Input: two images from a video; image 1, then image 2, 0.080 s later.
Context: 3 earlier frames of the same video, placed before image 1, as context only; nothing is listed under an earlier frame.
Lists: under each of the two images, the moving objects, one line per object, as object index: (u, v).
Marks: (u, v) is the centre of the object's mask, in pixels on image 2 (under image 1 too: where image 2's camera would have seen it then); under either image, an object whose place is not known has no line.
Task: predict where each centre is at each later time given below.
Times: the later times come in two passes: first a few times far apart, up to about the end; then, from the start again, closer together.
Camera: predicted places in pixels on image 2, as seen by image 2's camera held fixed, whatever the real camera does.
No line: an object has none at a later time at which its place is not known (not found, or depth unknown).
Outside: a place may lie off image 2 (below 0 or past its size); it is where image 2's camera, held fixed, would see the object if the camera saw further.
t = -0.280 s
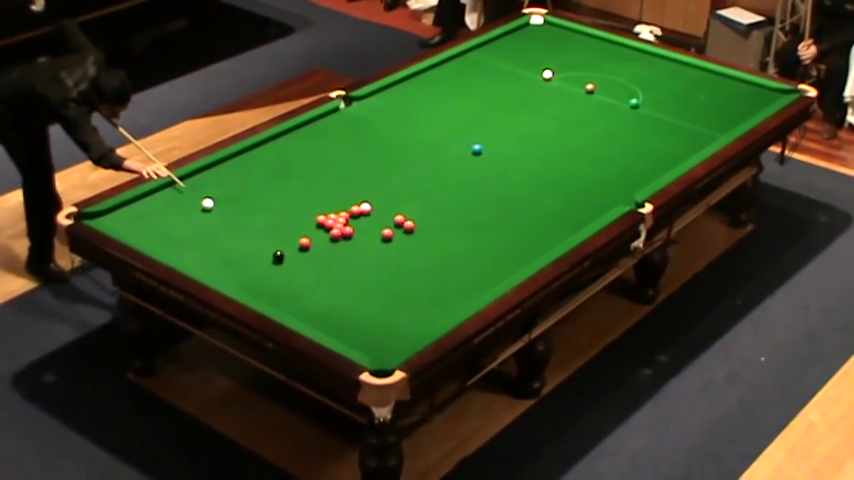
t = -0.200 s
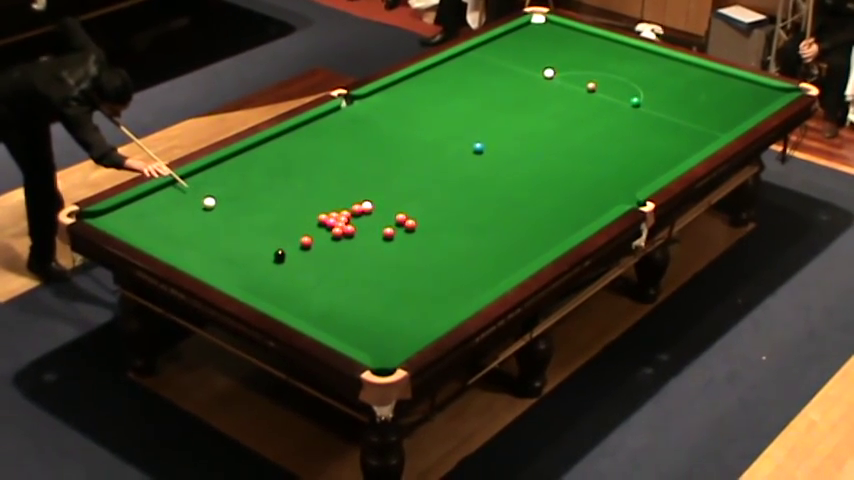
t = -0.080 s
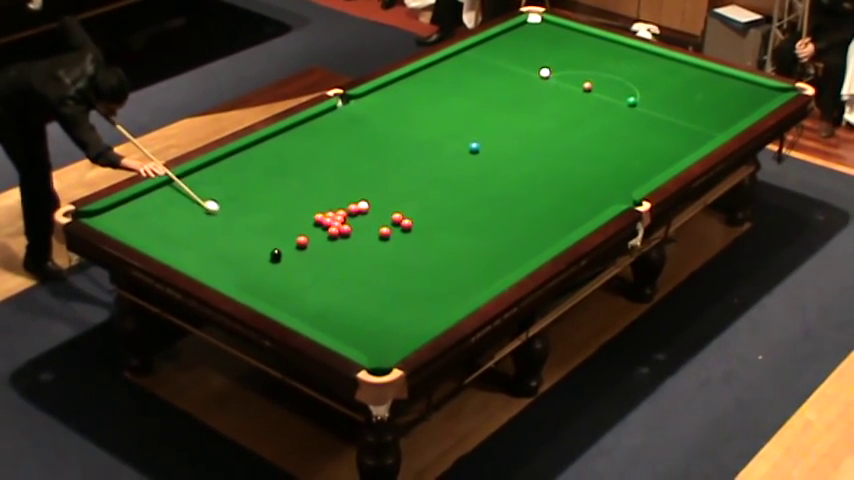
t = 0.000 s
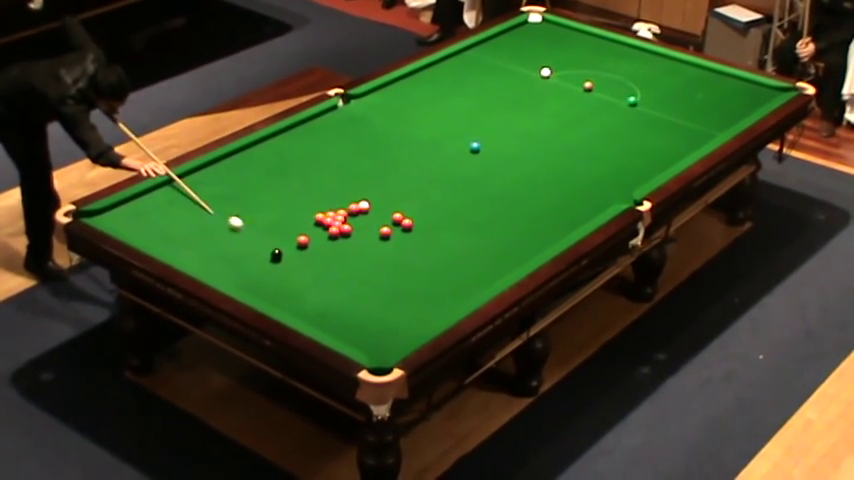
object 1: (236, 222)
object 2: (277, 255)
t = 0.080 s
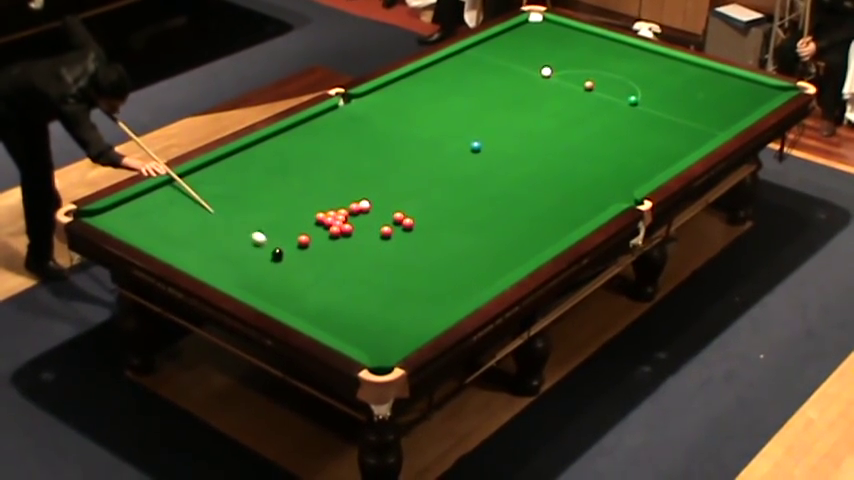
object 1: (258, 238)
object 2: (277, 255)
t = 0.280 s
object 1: (277, 244)
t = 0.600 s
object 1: (278, 234)
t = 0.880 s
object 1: (278, 226)
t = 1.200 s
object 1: (278, 218)
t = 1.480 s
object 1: (278, 212)
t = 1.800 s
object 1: (278, 207)
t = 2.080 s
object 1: (277, 203)
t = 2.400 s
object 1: (276, 199)
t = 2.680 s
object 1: (276, 196)
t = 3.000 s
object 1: (278, 198)
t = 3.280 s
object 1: (275, 193)
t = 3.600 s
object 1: (275, 194)
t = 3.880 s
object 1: (275, 194)
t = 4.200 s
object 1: (275, 193)
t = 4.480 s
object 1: (274, 194)
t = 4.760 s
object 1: (274, 194)
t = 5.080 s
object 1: (275, 194)
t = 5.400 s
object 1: (275, 194)
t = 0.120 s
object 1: (269, 245)
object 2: (277, 255)
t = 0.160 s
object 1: (274, 247)
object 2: (283, 260)
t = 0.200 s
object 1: (276, 247)
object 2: (290, 267)
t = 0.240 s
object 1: (277, 245)
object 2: (298, 275)
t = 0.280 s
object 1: (277, 244)
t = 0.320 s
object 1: (277, 243)
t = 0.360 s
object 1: (277, 241)
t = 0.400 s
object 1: (277, 240)
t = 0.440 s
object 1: (277, 239)
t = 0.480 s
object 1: (278, 238)
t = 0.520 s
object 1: (278, 237)
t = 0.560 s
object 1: (278, 235)
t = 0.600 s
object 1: (278, 234)
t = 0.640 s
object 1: (278, 233)
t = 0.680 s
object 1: (278, 232)
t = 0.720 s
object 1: (278, 231)
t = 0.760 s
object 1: (278, 229)
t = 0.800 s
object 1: (278, 228)
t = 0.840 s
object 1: (278, 227)
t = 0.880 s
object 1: (278, 226)
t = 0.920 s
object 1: (278, 225)
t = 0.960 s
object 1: (278, 224)
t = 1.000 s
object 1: (278, 223)
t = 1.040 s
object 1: (278, 222)
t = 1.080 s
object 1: (278, 221)
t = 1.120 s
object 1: (278, 220)
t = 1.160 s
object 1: (278, 219)
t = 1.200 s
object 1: (278, 218)
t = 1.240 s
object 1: (278, 218)
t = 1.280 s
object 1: (278, 217)
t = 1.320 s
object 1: (278, 216)
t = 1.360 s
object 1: (278, 215)
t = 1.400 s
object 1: (278, 214)
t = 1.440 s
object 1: (278, 213)
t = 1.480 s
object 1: (278, 212)
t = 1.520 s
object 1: (278, 212)
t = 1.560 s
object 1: (278, 211)
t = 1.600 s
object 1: (278, 210)
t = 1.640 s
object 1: (278, 210)
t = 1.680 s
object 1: (278, 209)
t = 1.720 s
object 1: (278, 208)
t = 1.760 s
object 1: (278, 208)
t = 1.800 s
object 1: (278, 207)
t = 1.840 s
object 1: (277, 206)
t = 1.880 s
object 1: (277, 205)
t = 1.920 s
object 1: (277, 205)
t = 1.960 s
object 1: (277, 205)
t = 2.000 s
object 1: (277, 204)
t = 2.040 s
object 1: (277, 204)
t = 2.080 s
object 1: (277, 203)
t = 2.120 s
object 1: (277, 202)
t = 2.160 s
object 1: (276, 202)
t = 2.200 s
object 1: (276, 201)
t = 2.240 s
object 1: (277, 201)
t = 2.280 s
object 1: (276, 200)
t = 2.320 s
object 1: (277, 200)
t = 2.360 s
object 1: (277, 199)
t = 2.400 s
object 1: (276, 199)
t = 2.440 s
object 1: (276, 199)
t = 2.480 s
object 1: (276, 198)
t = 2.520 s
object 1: (276, 198)
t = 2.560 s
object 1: (276, 198)
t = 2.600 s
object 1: (276, 197)
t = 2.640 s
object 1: (276, 197)
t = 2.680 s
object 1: (276, 196)
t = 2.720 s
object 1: (276, 196)
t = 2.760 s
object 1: (276, 196)
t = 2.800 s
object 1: (276, 196)
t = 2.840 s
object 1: (276, 195)
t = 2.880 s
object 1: (276, 195)
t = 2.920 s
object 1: (276, 195)
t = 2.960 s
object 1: (276, 195)
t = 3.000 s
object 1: (278, 198)
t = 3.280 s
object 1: (275, 193)
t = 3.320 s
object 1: (276, 193)
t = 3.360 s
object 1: (276, 193)
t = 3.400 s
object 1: (276, 193)
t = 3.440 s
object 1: (275, 193)
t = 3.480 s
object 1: (275, 193)
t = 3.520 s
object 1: (275, 194)
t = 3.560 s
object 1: (275, 194)
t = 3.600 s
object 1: (275, 194)
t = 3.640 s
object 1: (275, 194)
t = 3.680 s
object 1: (275, 194)
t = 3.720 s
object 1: (275, 194)
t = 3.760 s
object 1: (275, 194)
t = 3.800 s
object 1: (275, 194)
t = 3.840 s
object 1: (275, 194)
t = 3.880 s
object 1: (275, 194)
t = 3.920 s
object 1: (275, 194)
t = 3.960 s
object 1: (275, 194)
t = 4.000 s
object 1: (275, 194)
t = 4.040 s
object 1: (275, 194)
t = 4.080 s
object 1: (275, 194)
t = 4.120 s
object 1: (275, 194)
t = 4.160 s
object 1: (275, 194)
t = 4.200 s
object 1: (275, 193)
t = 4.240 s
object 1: (275, 193)
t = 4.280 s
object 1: (275, 194)
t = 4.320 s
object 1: (275, 194)
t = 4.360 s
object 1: (275, 194)
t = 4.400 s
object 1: (275, 193)
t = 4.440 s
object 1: (275, 194)
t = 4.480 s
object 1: (274, 194)
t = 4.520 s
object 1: (274, 194)
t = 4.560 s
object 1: (274, 194)
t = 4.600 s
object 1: (274, 193)
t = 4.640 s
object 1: (274, 194)
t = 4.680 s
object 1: (274, 194)
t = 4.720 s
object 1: (274, 194)
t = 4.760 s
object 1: (274, 194)
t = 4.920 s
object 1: (277, 195)
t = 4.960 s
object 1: (274, 194)
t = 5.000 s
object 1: (274, 194)
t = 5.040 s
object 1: (275, 194)
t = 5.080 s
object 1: (275, 194)
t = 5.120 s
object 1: (275, 194)
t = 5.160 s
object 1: (275, 194)
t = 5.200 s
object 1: (275, 194)
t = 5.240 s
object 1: (275, 194)
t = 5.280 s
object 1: (275, 194)
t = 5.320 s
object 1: (275, 194)
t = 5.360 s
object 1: (275, 194)
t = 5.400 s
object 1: (275, 194)
